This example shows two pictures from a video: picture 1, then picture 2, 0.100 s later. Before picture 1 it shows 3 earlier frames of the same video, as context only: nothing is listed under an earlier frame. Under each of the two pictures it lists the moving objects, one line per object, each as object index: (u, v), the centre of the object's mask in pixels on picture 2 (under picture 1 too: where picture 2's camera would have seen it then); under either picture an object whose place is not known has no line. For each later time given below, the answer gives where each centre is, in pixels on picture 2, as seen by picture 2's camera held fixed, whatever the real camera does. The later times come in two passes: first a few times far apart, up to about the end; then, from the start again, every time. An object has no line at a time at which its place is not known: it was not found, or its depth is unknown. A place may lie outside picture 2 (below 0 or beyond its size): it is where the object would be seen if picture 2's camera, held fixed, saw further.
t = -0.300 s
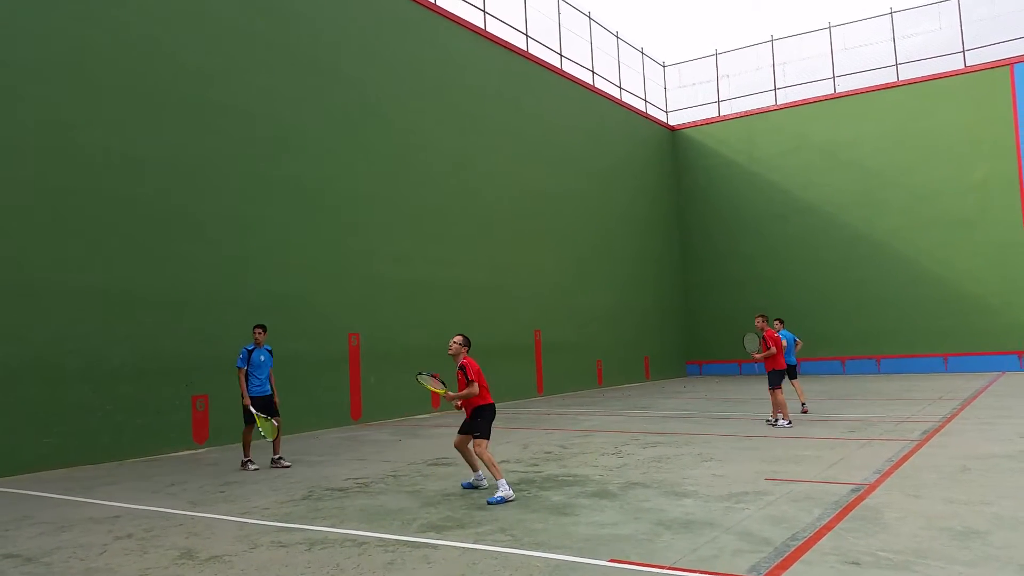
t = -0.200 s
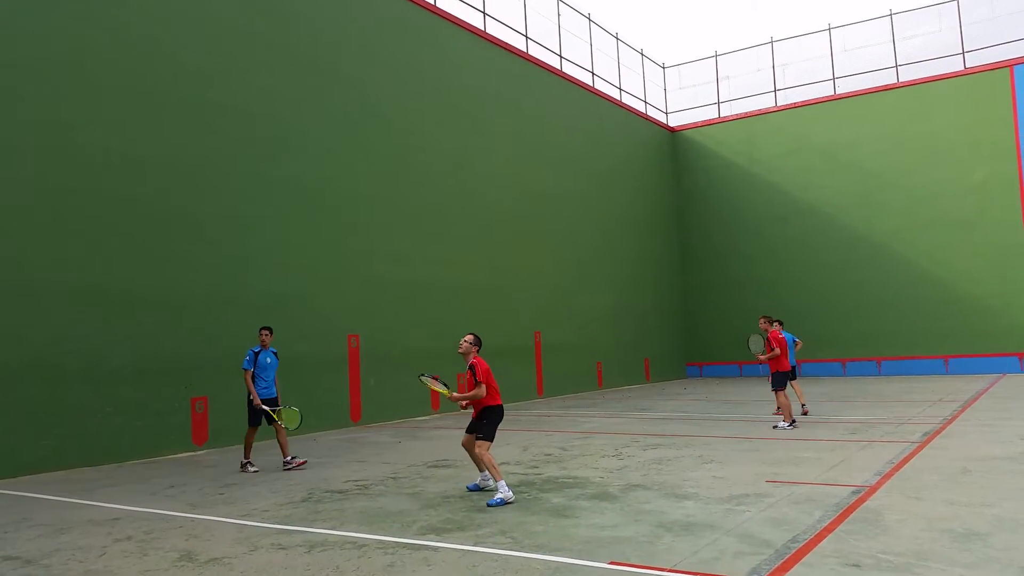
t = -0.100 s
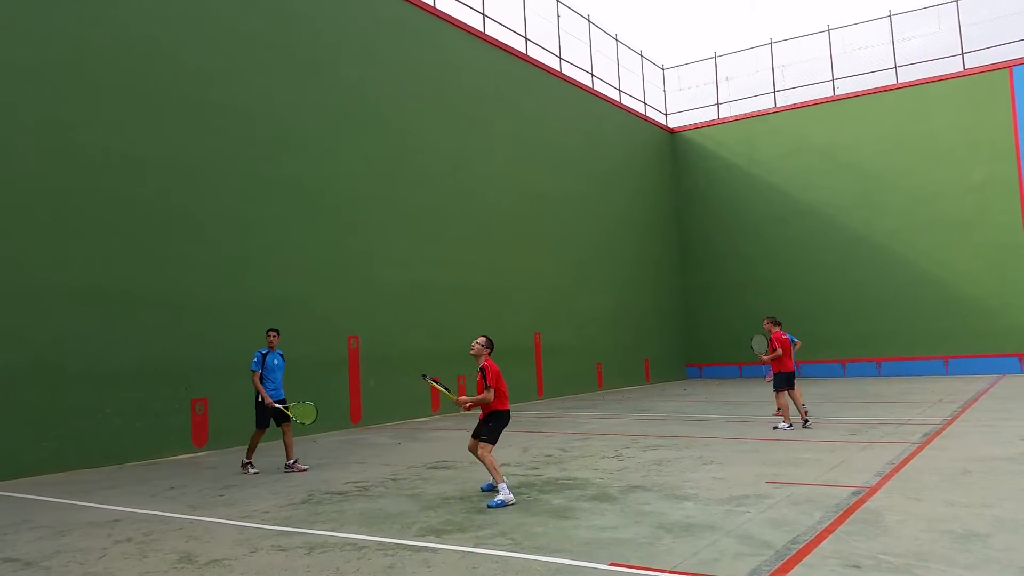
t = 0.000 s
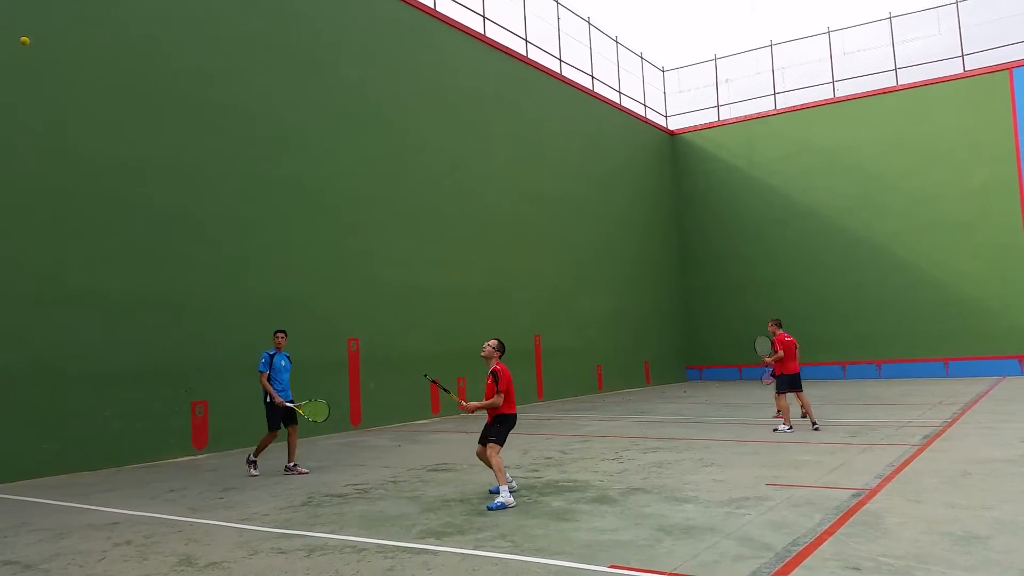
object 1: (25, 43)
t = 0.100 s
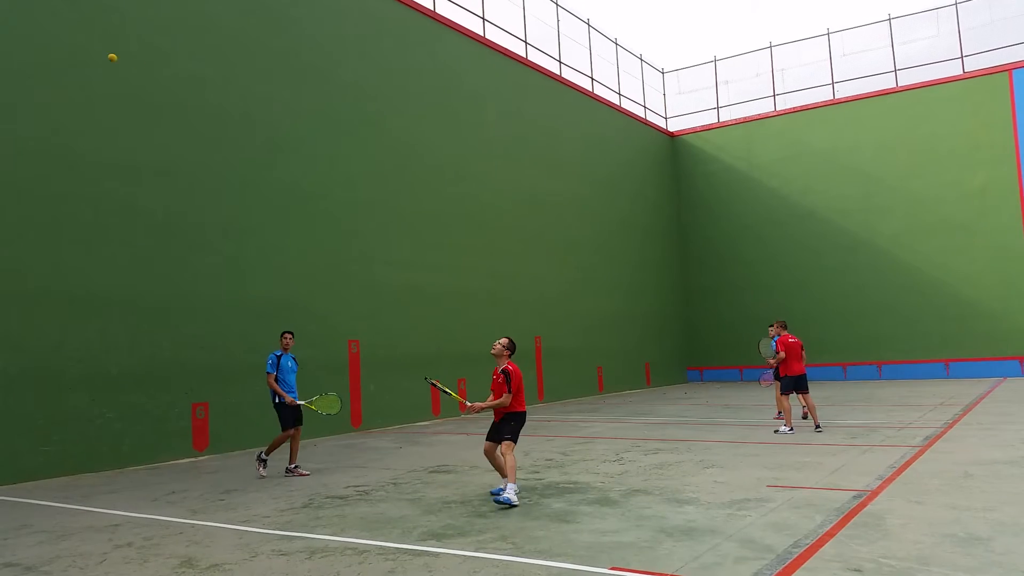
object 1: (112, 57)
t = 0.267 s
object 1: (230, 100)
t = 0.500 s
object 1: (362, 191)
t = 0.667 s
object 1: (435, 268)
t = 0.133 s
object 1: (138, 64)
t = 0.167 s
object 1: (163, 72)
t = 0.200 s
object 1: (186, 80)
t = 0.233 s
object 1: (209, 90)
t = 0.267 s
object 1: (230, 100)
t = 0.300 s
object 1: (252, 111)
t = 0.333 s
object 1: (272, 123)
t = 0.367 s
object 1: (291, 136)
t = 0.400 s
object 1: (310, 148)
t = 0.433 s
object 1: (328, 162)
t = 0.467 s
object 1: (345, 176)
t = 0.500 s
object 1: (362, 191)
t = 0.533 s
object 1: (378, 205)
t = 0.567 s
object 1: (393, 220)
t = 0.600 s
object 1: (407, 236)
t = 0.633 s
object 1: (422, 252)
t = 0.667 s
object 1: (435, 268)
